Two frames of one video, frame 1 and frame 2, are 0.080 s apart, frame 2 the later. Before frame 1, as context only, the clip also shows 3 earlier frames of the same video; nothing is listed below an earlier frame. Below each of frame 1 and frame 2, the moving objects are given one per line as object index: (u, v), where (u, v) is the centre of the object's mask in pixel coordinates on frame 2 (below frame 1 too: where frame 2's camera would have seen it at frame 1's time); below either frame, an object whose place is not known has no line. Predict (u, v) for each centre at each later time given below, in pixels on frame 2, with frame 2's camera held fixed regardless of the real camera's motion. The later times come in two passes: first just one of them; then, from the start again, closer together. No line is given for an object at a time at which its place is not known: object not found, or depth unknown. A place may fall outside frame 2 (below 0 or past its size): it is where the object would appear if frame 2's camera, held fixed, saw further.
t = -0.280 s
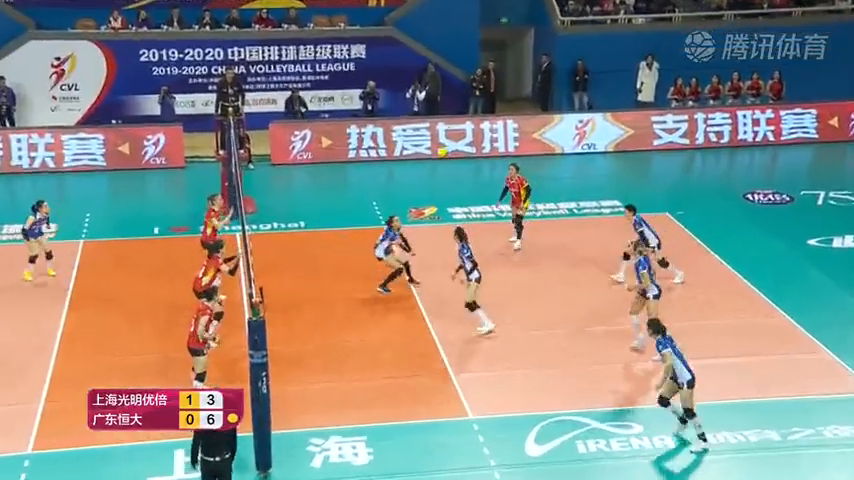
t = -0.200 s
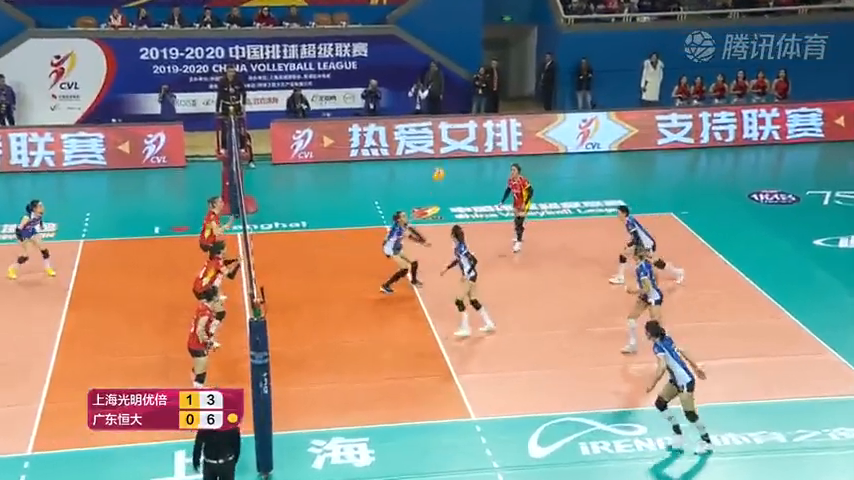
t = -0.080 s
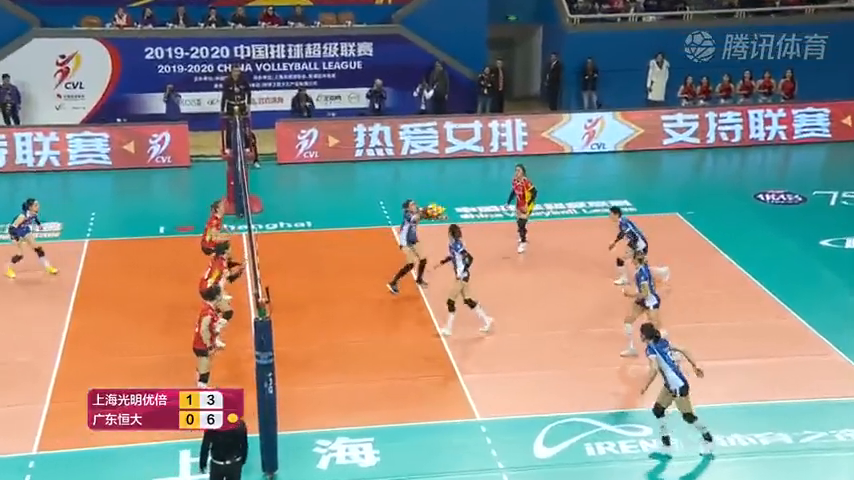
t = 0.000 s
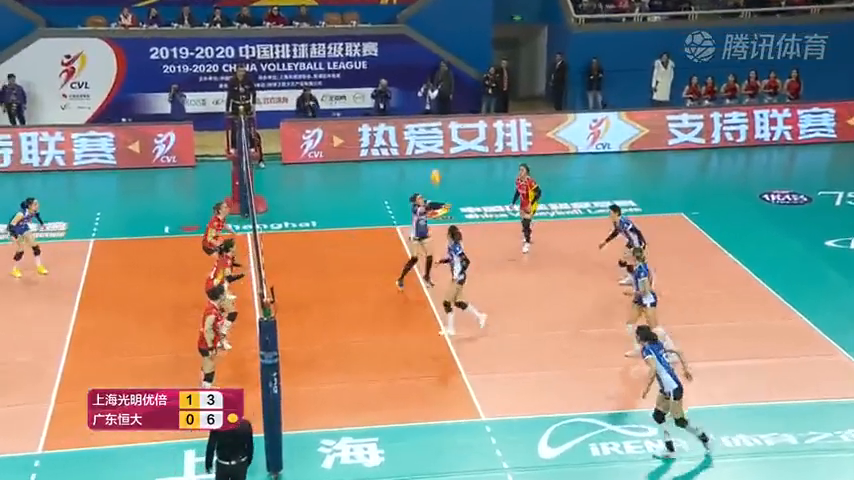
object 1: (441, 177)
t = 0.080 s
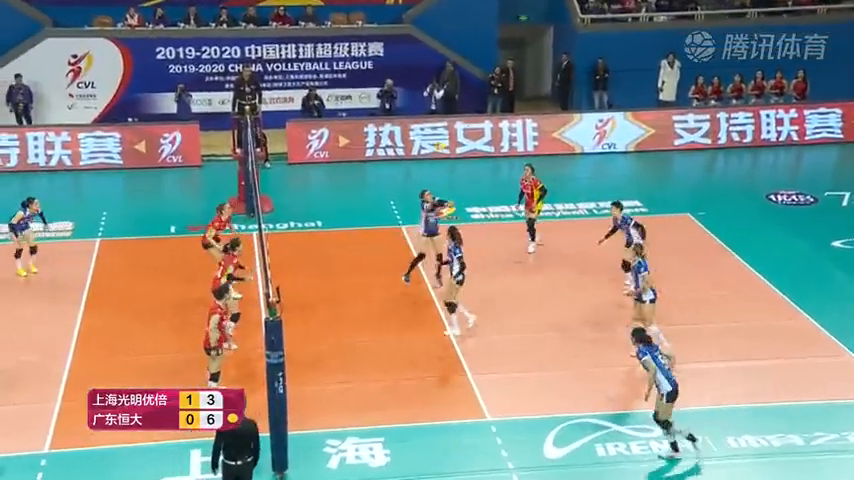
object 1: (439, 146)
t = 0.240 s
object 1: (439, 90)
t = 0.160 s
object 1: (439, 115)
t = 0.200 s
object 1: (438, 103)
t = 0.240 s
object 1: (439, 90)
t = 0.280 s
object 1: (438, 77)
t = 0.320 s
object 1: (437, 66)
